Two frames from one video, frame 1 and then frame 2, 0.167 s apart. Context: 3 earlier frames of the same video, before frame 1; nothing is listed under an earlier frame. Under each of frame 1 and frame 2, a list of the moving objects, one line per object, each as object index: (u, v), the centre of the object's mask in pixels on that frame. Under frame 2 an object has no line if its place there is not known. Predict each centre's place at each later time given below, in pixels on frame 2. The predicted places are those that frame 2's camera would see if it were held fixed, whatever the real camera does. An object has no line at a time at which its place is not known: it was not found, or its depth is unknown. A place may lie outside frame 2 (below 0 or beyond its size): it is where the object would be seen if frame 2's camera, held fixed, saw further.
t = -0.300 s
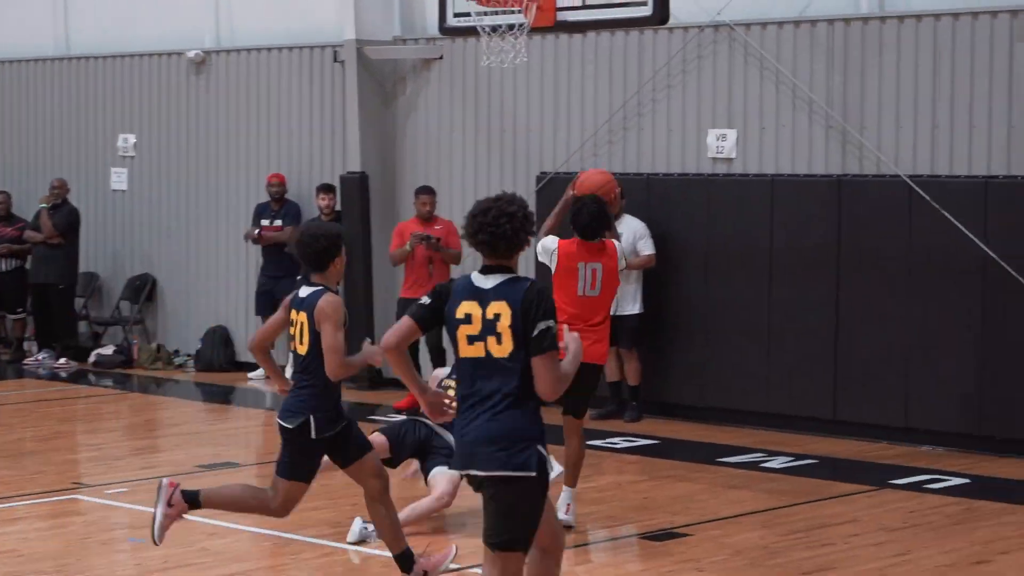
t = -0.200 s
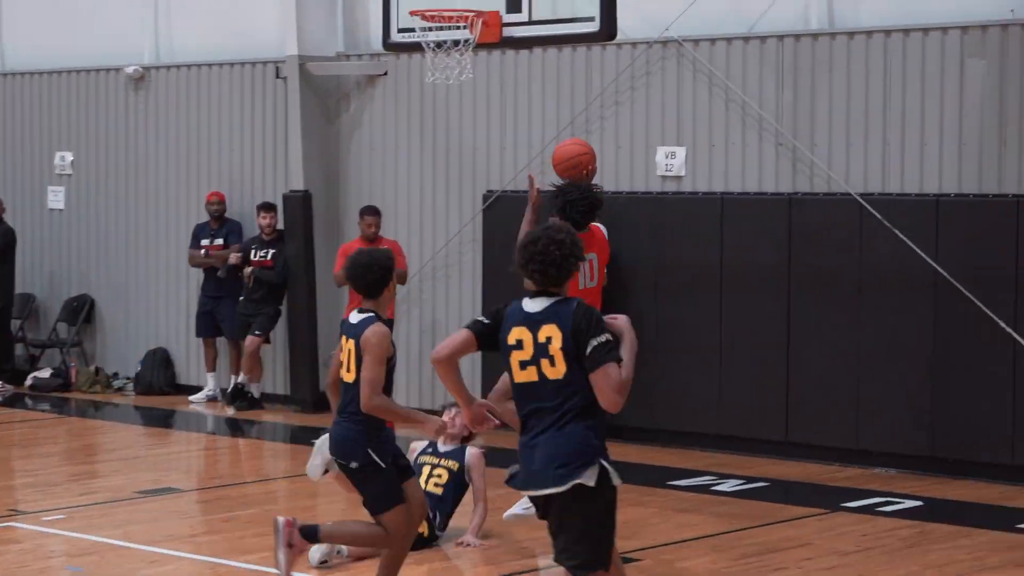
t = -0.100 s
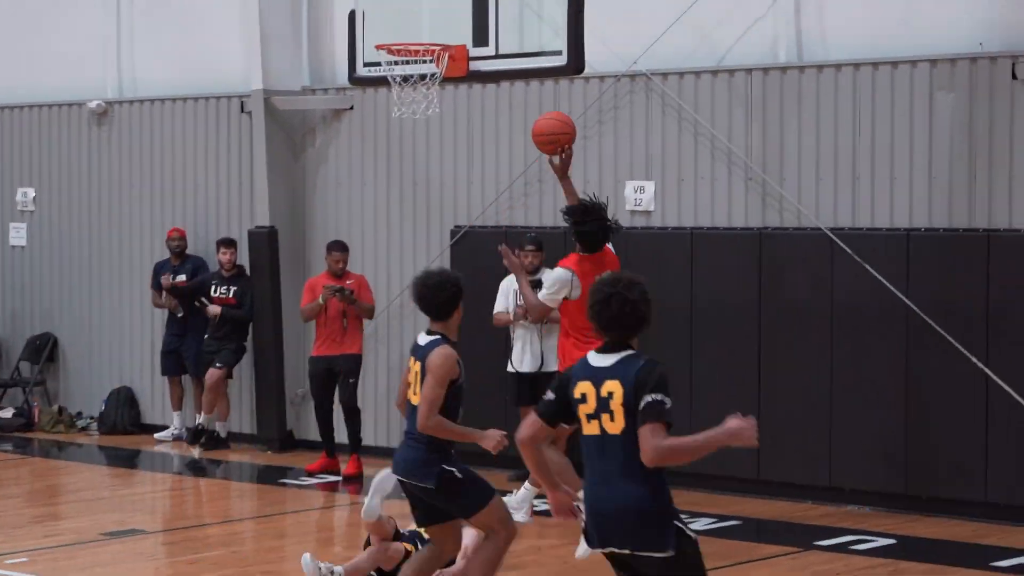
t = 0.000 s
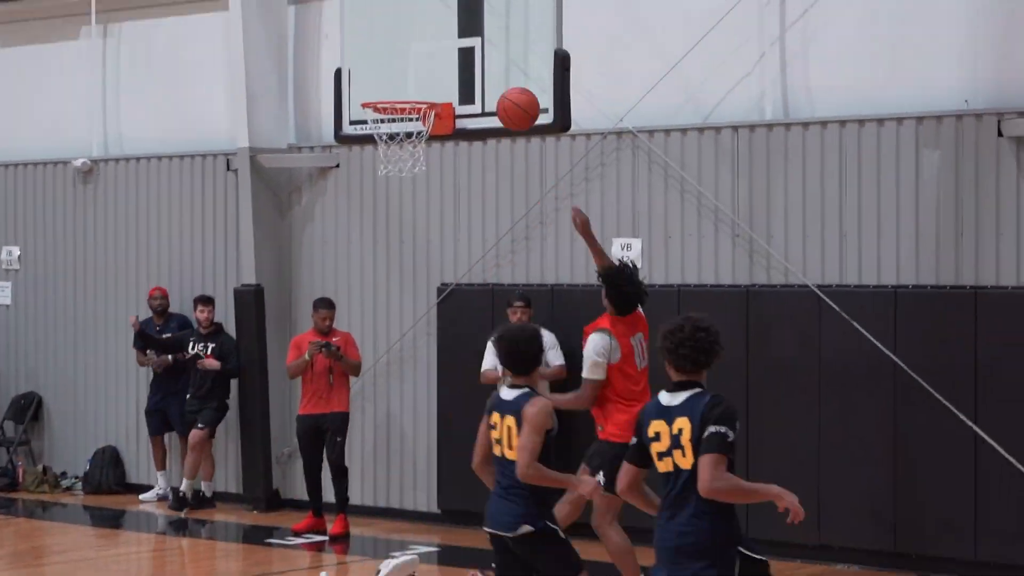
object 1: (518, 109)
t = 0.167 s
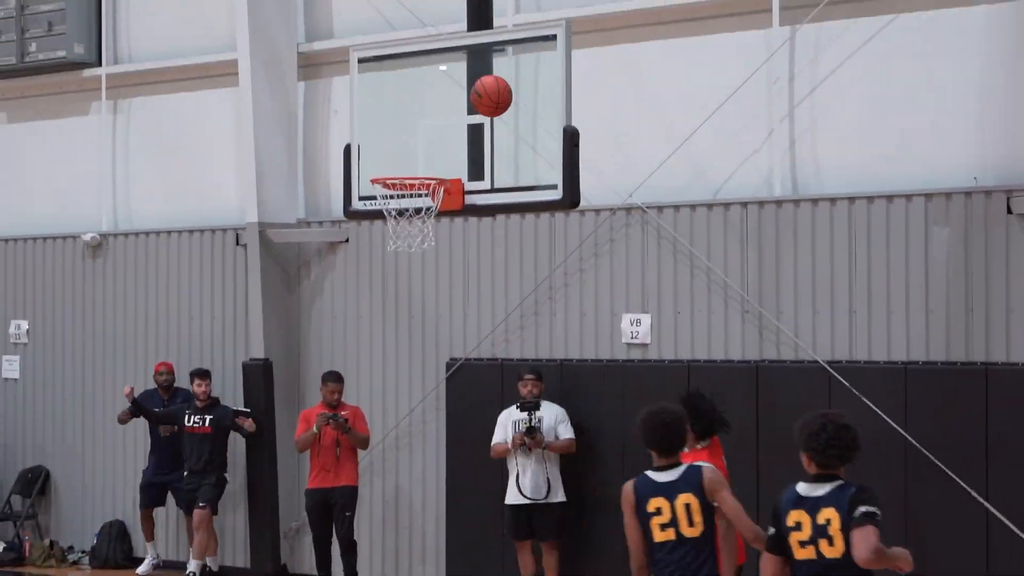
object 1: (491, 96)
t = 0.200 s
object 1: (484, 84)
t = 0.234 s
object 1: (477, 75)
